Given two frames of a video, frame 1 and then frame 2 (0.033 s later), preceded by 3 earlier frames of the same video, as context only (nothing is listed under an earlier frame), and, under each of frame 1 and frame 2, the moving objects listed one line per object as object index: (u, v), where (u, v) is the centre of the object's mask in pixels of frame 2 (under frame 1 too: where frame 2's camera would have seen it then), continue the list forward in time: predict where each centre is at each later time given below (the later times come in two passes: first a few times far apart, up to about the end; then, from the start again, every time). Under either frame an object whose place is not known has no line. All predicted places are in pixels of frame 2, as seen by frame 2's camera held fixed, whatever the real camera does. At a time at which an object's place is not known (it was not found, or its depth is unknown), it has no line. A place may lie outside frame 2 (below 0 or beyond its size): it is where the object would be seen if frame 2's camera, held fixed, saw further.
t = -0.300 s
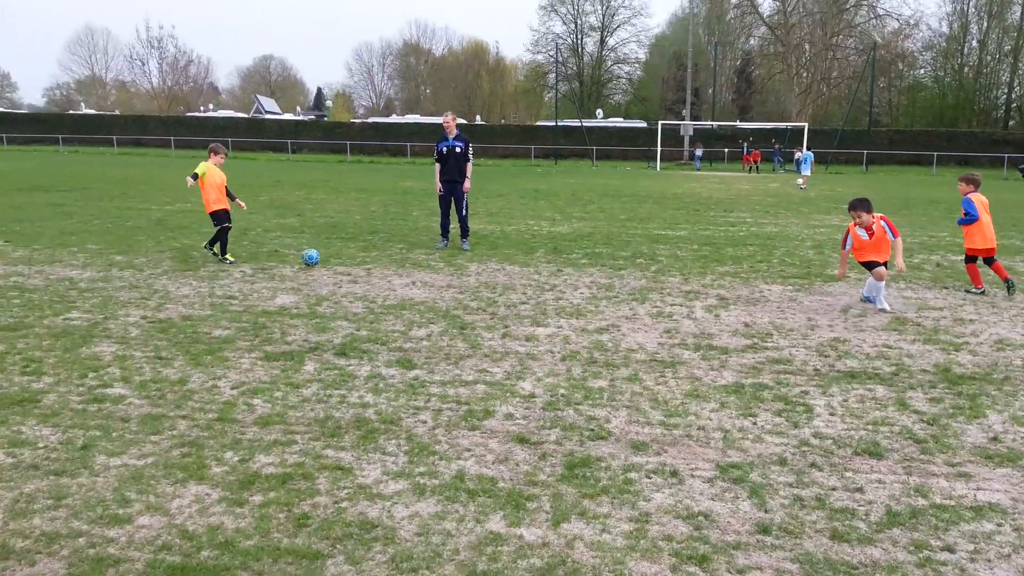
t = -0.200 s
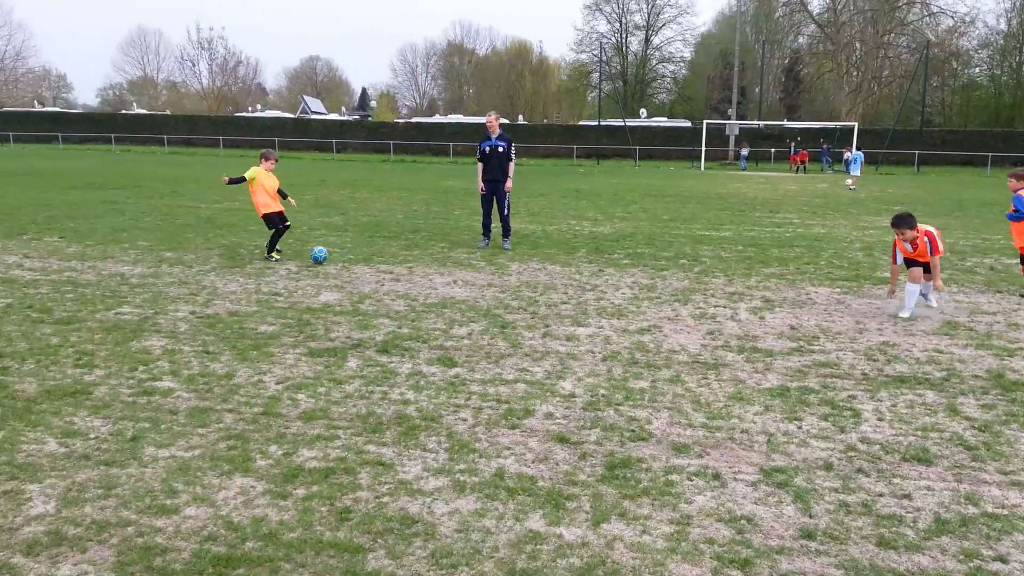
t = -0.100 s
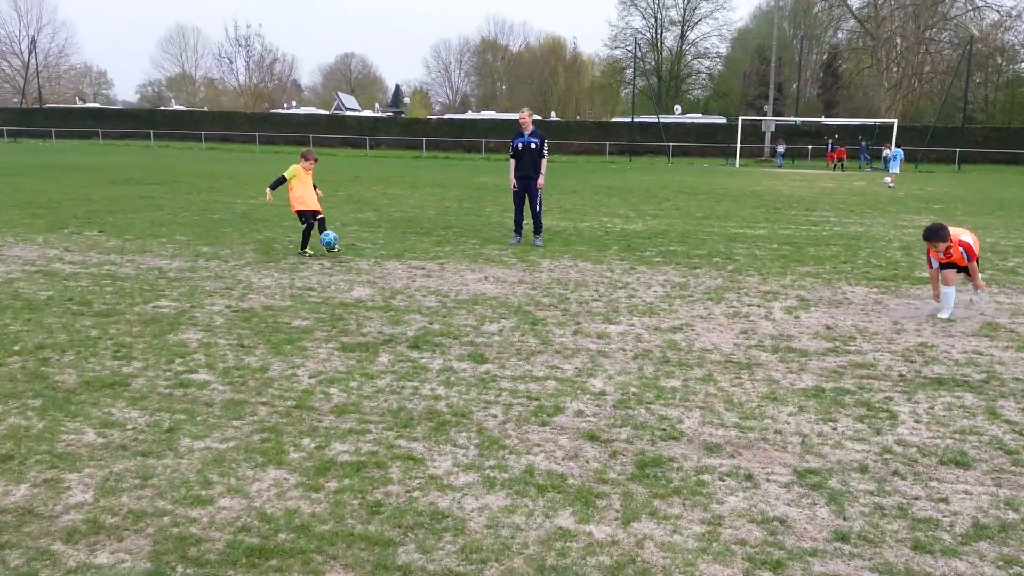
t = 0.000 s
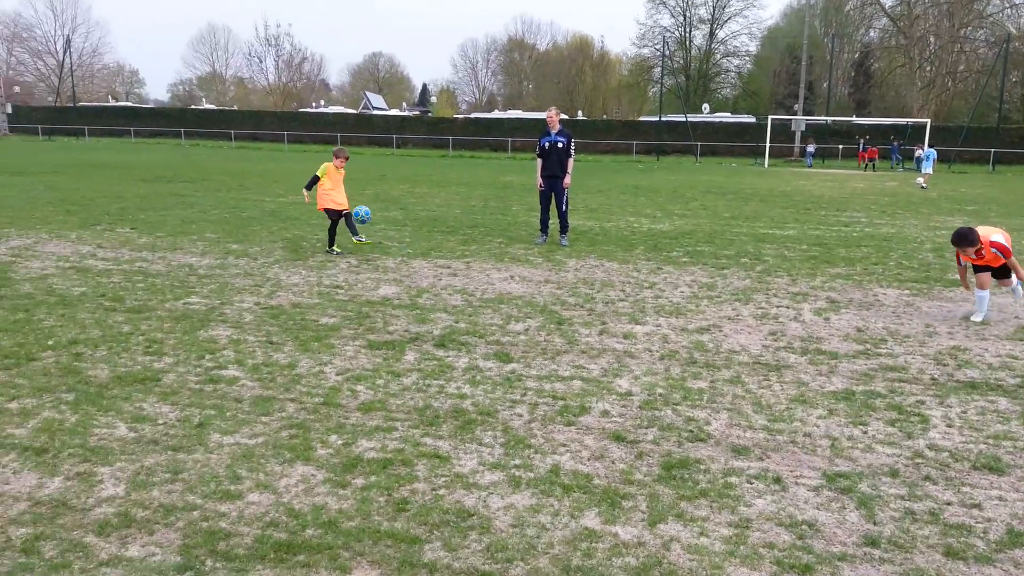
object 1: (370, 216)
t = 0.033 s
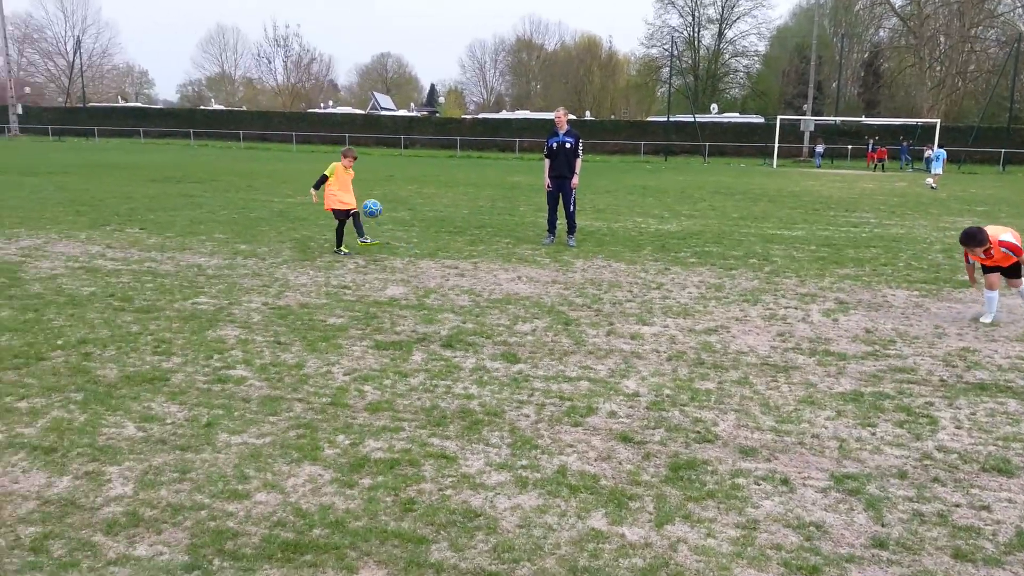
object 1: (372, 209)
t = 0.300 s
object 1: (394, 188)
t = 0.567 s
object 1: (422, 267)
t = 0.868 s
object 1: (425, 403)
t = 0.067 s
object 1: (374, 203)
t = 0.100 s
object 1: (376, 198)
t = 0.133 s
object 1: (379, 194)
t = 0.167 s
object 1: (382, 191)
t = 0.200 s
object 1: (385, 188)
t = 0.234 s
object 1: (388, 187)
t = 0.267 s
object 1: (390, 187)
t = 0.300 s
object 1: (394, 188)
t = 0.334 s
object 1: (397, 190)
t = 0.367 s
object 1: (400, 194)
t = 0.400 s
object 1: (402, 200)
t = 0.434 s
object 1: (407, 209)
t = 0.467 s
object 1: (411, 219)
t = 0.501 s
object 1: (414, 231)
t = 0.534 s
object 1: (418, 247)
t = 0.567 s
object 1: (422, 267)
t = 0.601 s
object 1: (427, 290)
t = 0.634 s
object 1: (432, 317)
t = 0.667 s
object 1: (437, 350)
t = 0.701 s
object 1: (443, 389)
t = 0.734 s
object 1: (452, 435)
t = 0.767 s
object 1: (447, 430)
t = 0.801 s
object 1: (440, 420)
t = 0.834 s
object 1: (433, 411)
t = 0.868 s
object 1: (425, 403)
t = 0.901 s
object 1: (417, 398)
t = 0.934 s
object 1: (408, 396)
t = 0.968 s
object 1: (398, 398)
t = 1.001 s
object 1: (387, 402)
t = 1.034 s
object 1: (375, 410)
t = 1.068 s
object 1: (362, 423)
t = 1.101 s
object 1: (347, 439)
